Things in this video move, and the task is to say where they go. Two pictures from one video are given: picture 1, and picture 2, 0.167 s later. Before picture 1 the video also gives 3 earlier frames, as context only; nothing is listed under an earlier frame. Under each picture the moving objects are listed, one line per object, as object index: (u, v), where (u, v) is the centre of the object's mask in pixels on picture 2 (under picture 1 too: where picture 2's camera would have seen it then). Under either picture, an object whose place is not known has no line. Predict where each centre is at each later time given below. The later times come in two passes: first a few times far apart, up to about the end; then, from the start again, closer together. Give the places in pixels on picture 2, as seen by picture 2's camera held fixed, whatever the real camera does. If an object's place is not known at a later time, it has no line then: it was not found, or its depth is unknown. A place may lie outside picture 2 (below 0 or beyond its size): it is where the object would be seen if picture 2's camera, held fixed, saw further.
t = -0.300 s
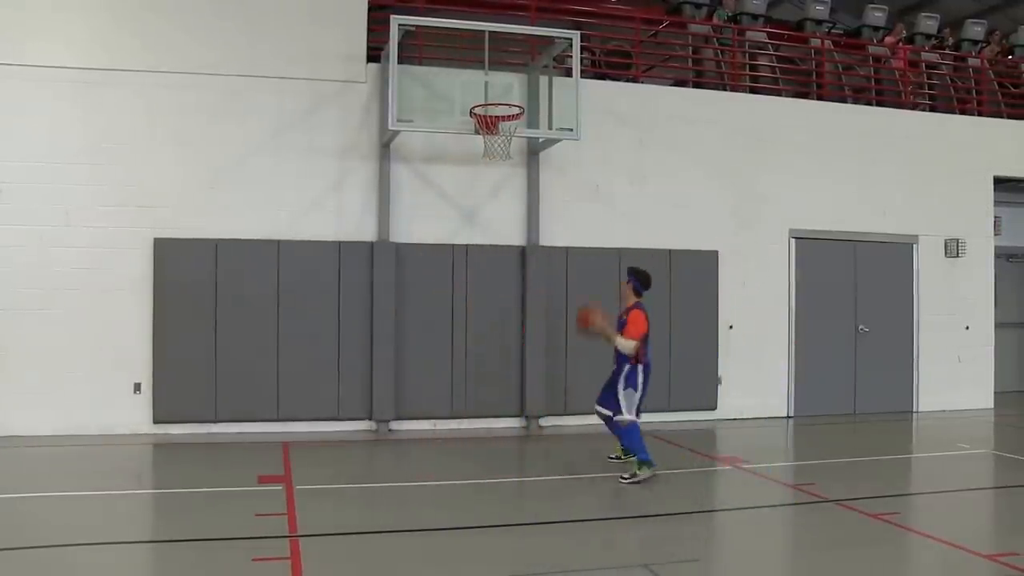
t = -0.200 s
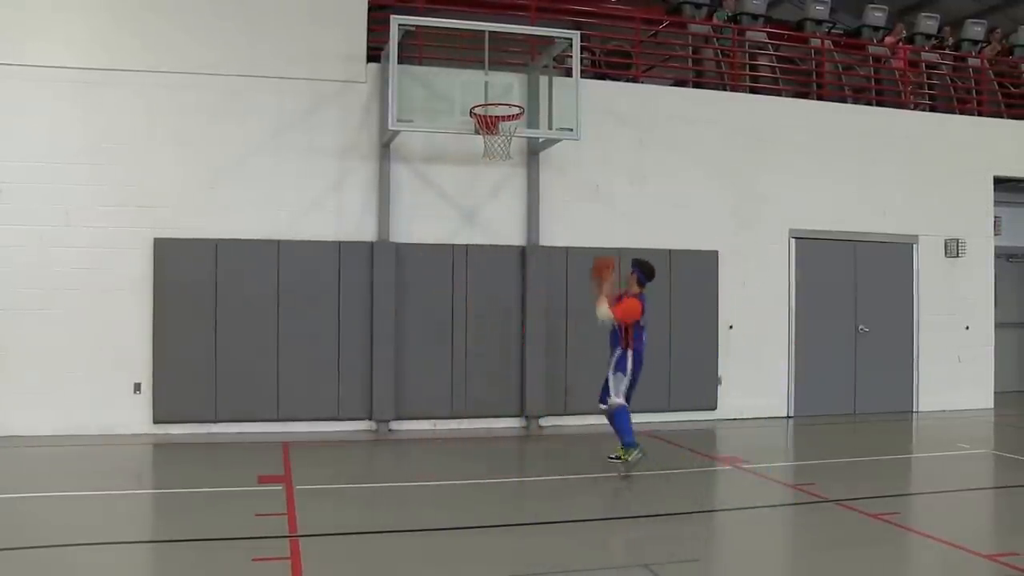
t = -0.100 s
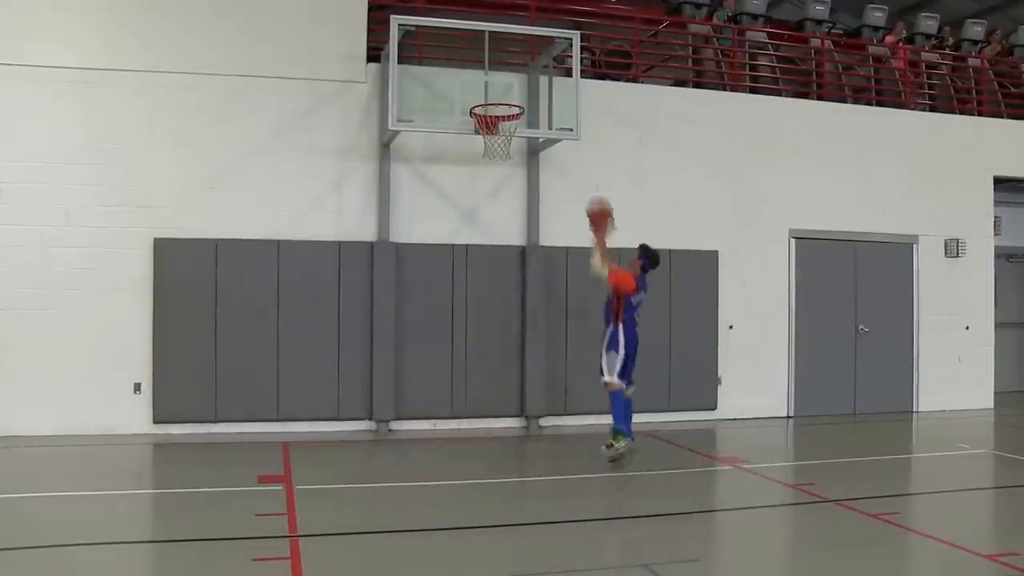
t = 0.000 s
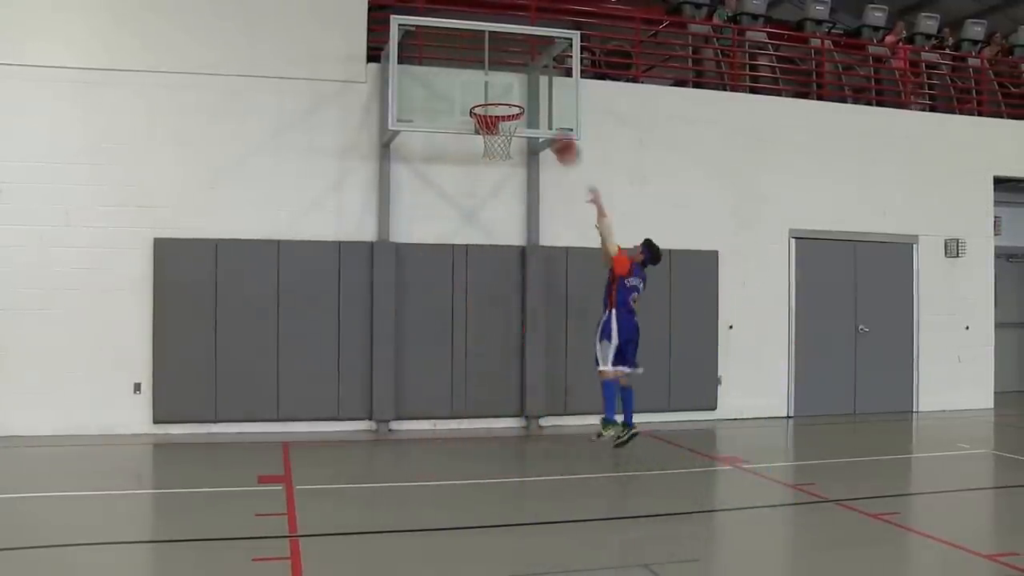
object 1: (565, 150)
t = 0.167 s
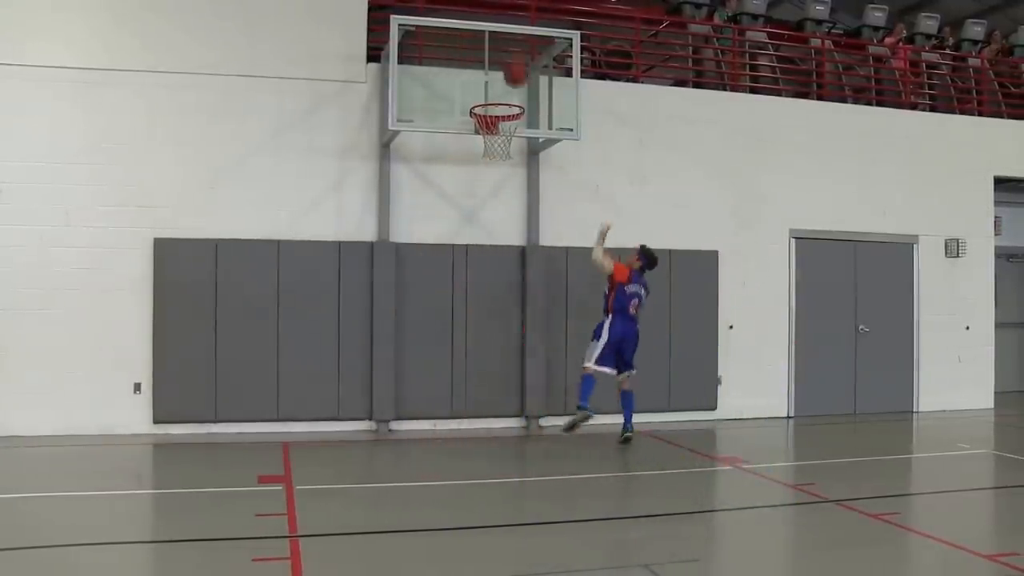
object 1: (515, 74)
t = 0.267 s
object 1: (509, 51)
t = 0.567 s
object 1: (489, 38)
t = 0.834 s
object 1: (458, 132)
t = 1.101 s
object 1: (421, 388)
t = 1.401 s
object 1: (379, 376)
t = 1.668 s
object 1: (344, 217)
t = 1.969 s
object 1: (300, 209)
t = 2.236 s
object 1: (254, 387)
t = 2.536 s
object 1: (195, 539)
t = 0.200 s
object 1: (514, 65)
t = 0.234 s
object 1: (513, 56)
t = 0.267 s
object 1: (509, 51)
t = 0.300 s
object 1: (508, 44)
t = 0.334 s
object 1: (505, 39)
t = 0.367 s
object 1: (503, 37)
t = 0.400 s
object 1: (501, 33)
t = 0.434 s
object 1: (499, 33)
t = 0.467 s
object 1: (497, 32)
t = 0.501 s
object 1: (493, 32)
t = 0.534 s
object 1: (490, 35)
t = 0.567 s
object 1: (489, 38)
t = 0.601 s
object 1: (485, 45)
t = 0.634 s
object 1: (481, 50)
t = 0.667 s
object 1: (477, 58)
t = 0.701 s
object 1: (474, 69)
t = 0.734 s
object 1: (470, 82)
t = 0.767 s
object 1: (466, 95)
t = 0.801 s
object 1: (462, 110)
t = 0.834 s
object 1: (458, 132)
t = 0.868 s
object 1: (455, 154)
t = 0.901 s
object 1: (450, 177)
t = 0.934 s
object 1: (446, 201)
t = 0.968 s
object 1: (441, 233)
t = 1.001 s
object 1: (436, 267)
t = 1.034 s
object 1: (430, 303)
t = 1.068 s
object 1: (426, 343)
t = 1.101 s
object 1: (421, 388)
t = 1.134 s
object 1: (415, 435)
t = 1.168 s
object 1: (409, 491)
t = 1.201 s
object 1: (403, 542)
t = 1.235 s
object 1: (398, 530)
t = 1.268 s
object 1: (394, 495)
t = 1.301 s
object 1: (390, 463)
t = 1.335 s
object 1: (386, 433)
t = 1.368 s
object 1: (382, 404)
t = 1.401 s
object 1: (379, 376)
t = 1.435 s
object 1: (374, 349)
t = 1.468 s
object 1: (370, 323)
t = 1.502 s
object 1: (366, 302)
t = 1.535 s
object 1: (362, 281)
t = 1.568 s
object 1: (358, 261)
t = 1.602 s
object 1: (353, 244)
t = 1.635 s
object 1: (348, 230)
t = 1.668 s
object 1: (344, 217)
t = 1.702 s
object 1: (339, 208)
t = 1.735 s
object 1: (334, 200)
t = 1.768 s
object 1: (330, 194)
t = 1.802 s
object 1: (325, 191)
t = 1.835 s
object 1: (320, 190)
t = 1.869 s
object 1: (316, 191)
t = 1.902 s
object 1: (310, 195)
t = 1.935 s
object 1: (305, 201)
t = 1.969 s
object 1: (300, 209)
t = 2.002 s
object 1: (294, 222)
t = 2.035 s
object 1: (289, 236)
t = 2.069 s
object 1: (284, 253)
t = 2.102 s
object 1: (278, 273)
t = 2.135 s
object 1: (272, 298)
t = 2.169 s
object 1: (266, 325)
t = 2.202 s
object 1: (260, 355)
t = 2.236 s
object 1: (254, 387)
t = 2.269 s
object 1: (249, 424)
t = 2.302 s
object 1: (243, 463)
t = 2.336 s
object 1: (236, 507)
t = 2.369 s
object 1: (232, 545)
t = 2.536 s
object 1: (195, 539)
